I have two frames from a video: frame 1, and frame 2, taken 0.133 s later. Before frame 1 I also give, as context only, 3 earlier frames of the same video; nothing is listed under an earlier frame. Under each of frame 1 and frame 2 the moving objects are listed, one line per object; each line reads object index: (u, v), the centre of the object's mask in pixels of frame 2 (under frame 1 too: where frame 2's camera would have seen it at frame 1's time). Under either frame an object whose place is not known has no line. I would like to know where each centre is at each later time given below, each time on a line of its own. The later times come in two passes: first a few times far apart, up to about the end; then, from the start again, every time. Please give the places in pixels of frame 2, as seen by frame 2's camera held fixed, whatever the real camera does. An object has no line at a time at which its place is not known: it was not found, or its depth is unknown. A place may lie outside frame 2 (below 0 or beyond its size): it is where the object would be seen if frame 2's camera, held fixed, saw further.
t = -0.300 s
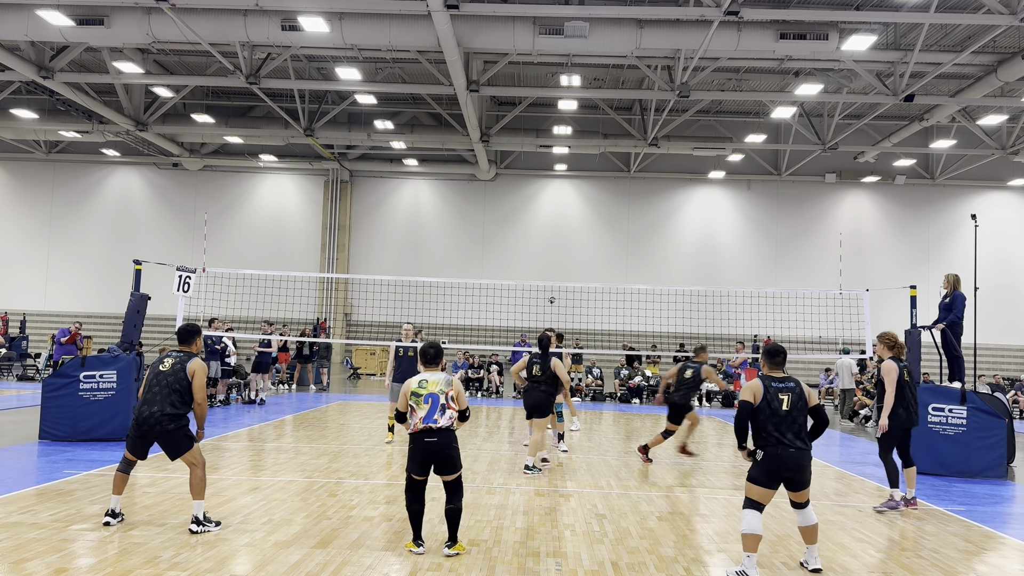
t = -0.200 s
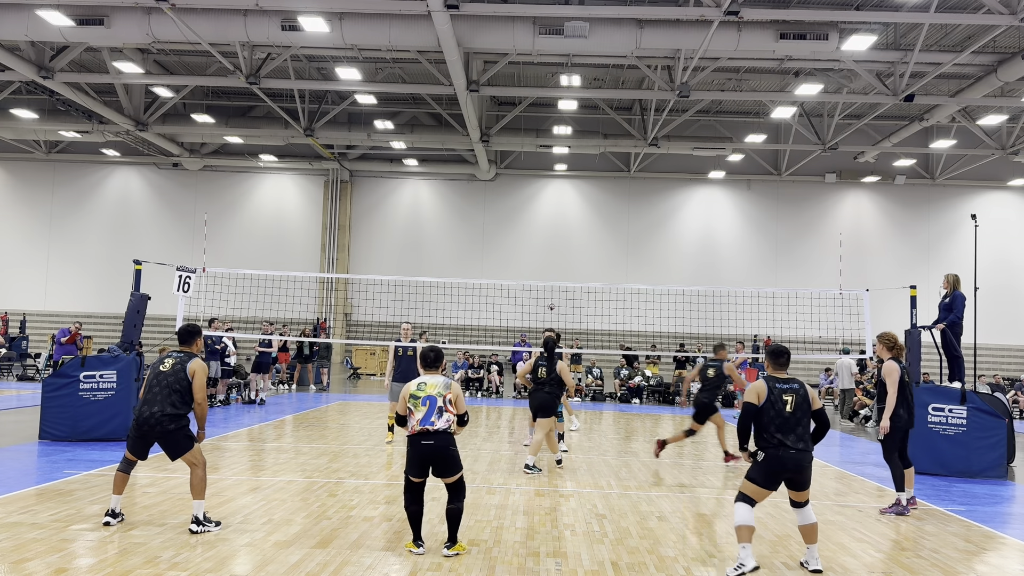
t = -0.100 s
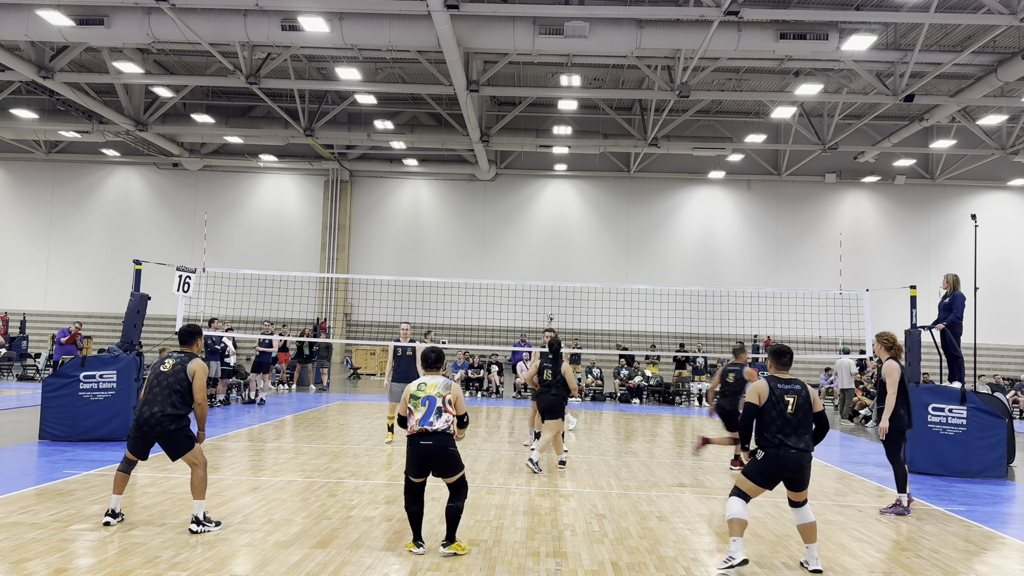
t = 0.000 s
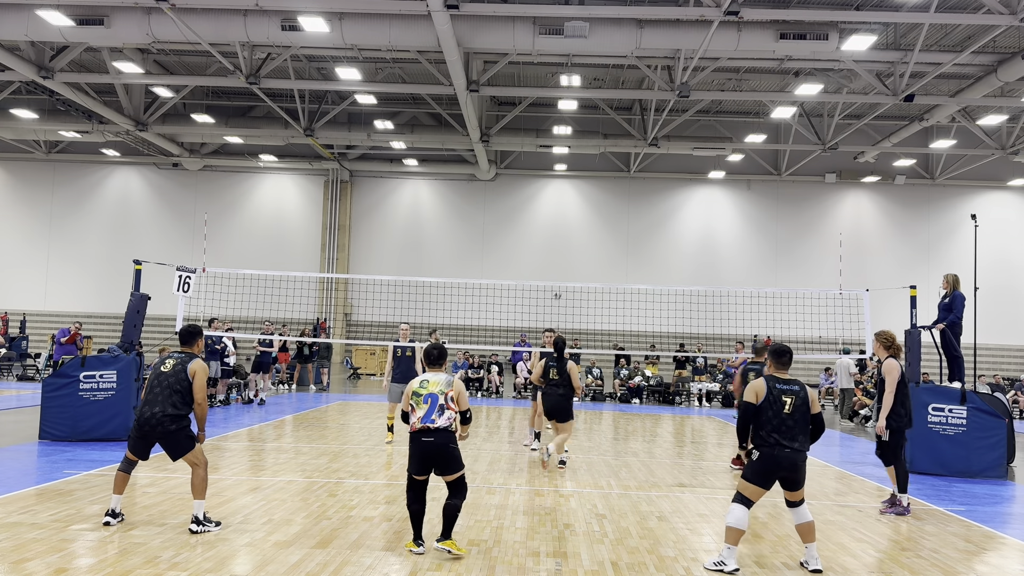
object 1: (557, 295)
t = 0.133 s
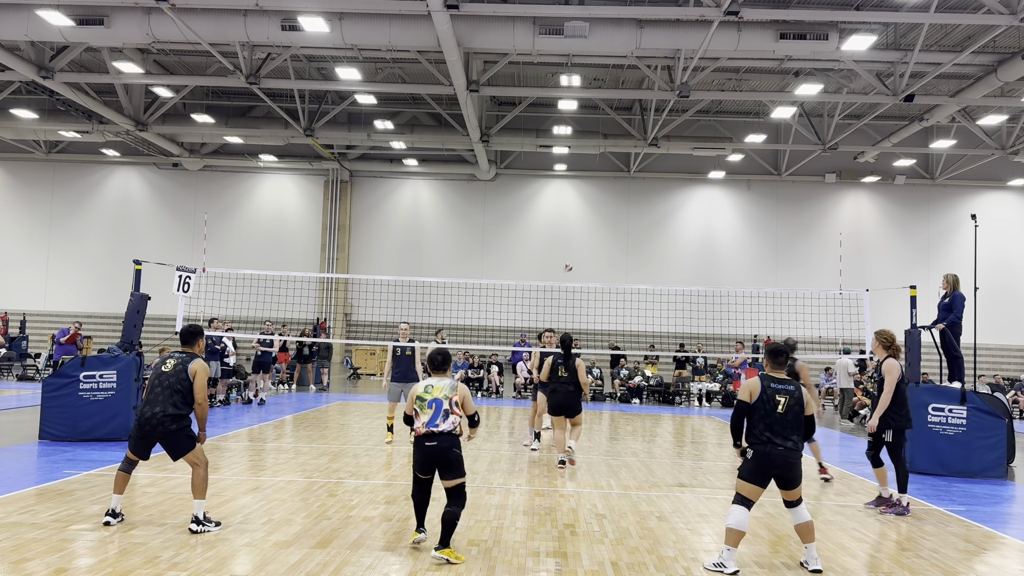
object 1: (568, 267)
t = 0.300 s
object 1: (583, 239)
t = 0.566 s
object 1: (609, 215)
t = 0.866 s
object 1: (647, 235)
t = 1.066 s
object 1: (678, 286)
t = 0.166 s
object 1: (570, 261)
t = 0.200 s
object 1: (574, 254)
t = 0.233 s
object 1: (577, 249)
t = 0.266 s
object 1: (580, 243)
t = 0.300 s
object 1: (583, 239)
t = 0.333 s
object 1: (586, 235)
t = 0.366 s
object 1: (589, 230)
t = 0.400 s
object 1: (593, 227)
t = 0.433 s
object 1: (596, 223)
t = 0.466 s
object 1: (599, 219)
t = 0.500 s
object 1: (602, 217)
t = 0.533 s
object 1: (606, 216)
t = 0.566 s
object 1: (609, 215)
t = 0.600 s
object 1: (612, 214)
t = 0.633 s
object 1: (617, 214)
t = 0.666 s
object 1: (620, 215)
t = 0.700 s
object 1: (624, 217)
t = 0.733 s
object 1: (629, 219)
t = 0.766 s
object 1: (633, 221)
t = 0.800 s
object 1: (638, 225)
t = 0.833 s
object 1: (642, 229)
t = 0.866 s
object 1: (647, 235)
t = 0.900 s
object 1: (652, 240)
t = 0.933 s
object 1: (658, 247)
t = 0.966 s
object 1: (662, 255)
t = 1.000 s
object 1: (667, 264)
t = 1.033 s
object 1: (672, 274)
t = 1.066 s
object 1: (678, 286)
